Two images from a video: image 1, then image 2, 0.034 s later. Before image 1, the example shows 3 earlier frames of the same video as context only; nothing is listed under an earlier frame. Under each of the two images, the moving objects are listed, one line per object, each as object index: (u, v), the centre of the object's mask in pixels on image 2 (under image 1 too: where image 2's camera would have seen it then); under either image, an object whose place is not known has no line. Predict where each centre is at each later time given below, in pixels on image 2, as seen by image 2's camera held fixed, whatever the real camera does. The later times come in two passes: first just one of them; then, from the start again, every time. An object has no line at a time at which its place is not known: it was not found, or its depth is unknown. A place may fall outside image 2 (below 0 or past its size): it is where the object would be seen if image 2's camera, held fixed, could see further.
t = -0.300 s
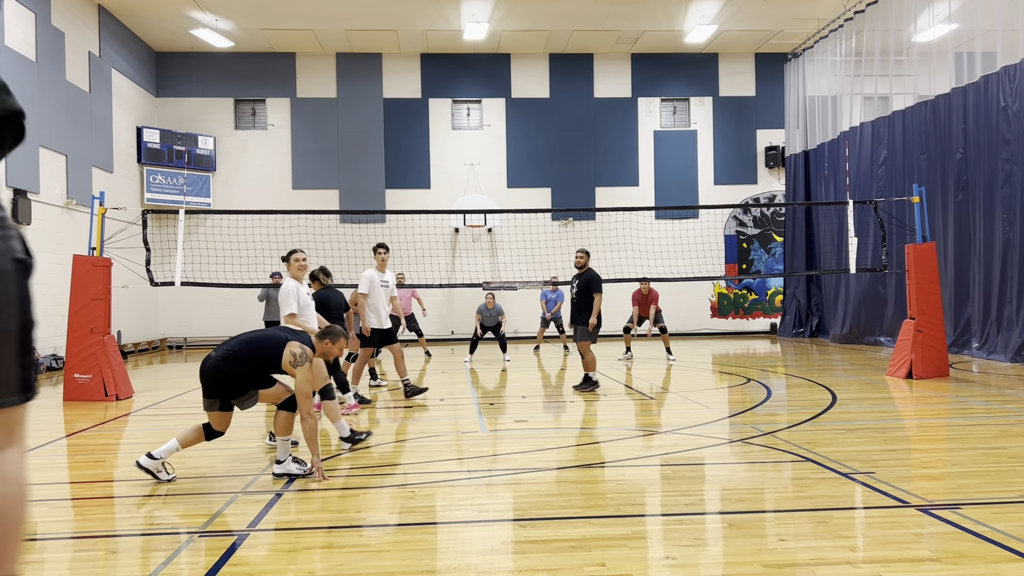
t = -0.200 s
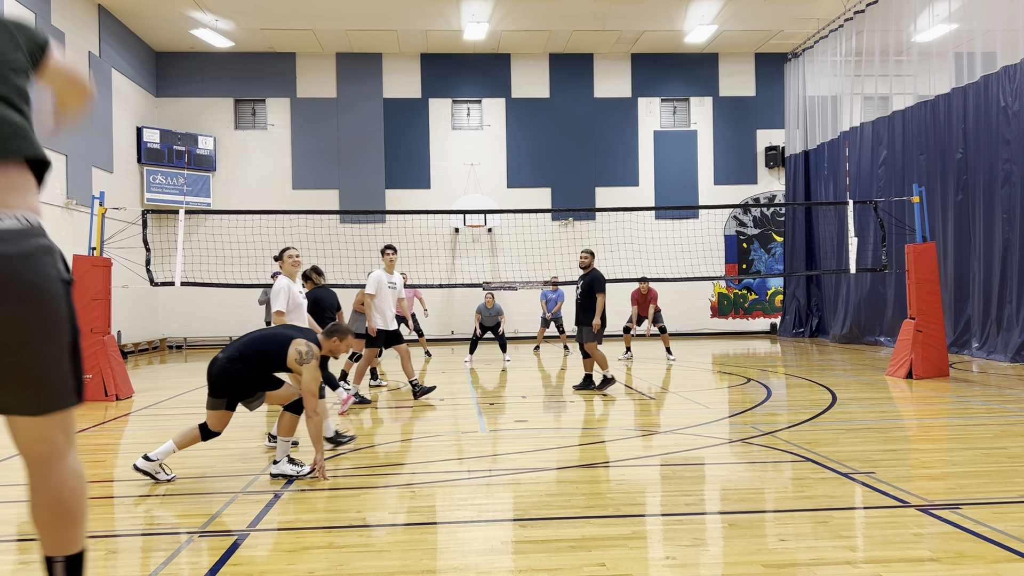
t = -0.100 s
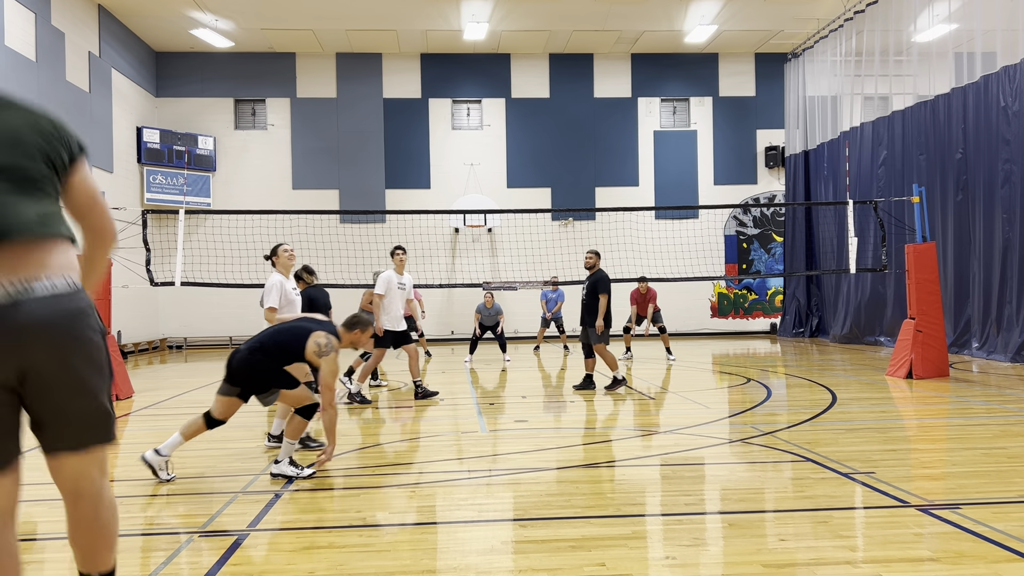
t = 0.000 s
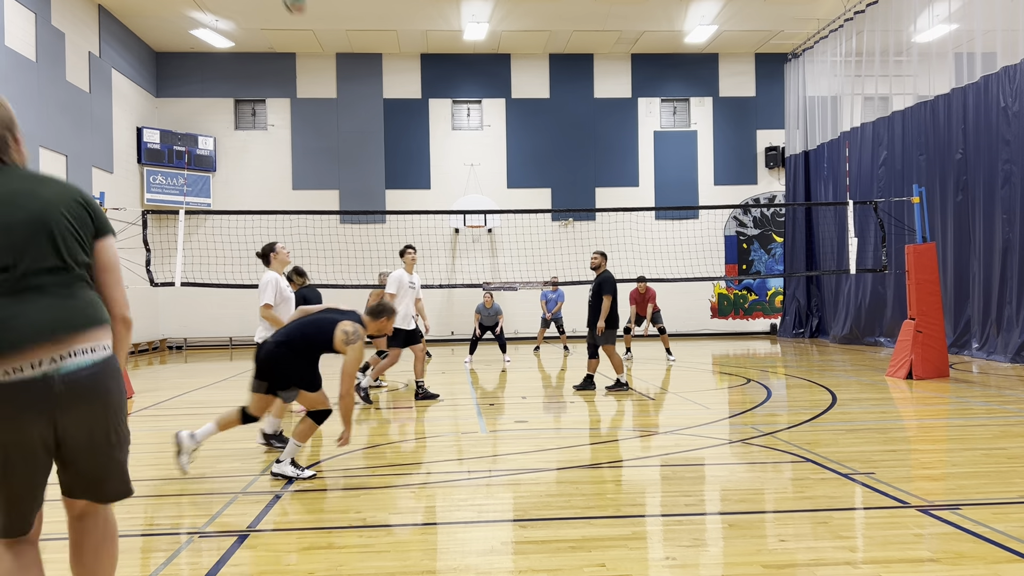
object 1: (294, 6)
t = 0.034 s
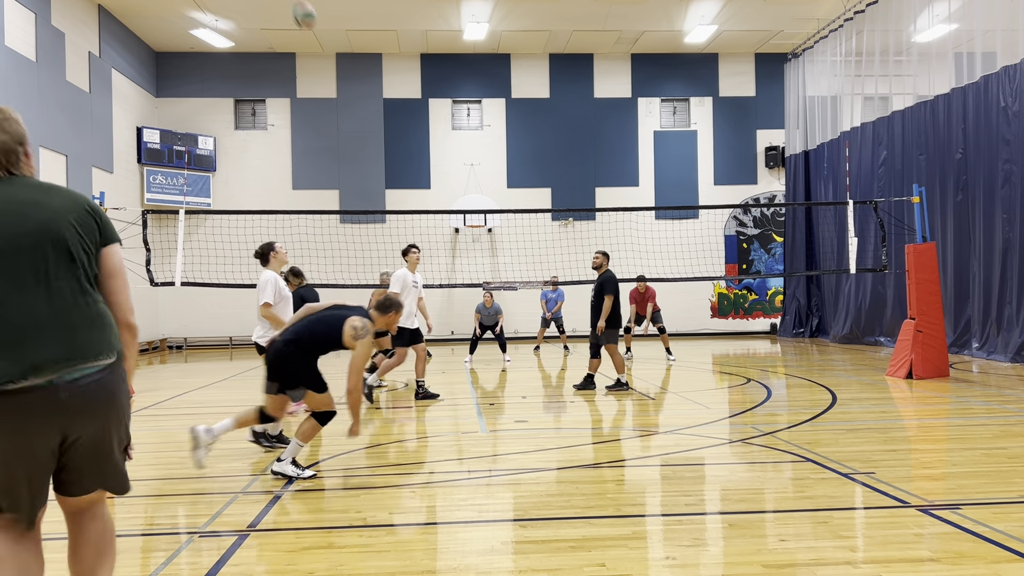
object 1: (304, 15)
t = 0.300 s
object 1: (356, 130)
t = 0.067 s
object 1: (313, 30)
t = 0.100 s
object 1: (321, 46)
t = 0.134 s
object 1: (329, 61)
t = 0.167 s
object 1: (336, 76)
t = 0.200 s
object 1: (342, 90)
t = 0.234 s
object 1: (347, 104)
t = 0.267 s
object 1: (352, 117)
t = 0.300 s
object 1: (356, 130)
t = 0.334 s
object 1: (360, 142)
